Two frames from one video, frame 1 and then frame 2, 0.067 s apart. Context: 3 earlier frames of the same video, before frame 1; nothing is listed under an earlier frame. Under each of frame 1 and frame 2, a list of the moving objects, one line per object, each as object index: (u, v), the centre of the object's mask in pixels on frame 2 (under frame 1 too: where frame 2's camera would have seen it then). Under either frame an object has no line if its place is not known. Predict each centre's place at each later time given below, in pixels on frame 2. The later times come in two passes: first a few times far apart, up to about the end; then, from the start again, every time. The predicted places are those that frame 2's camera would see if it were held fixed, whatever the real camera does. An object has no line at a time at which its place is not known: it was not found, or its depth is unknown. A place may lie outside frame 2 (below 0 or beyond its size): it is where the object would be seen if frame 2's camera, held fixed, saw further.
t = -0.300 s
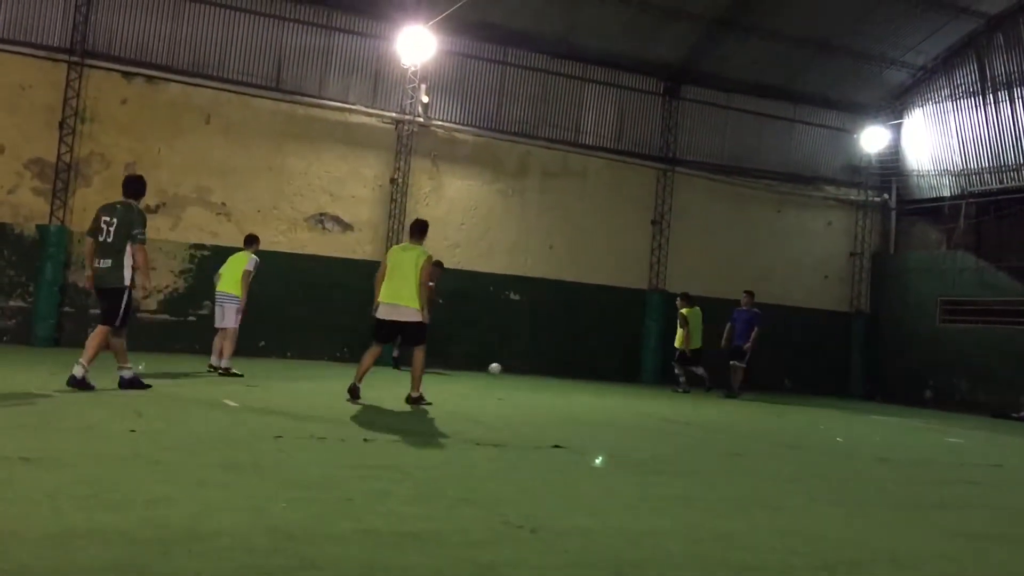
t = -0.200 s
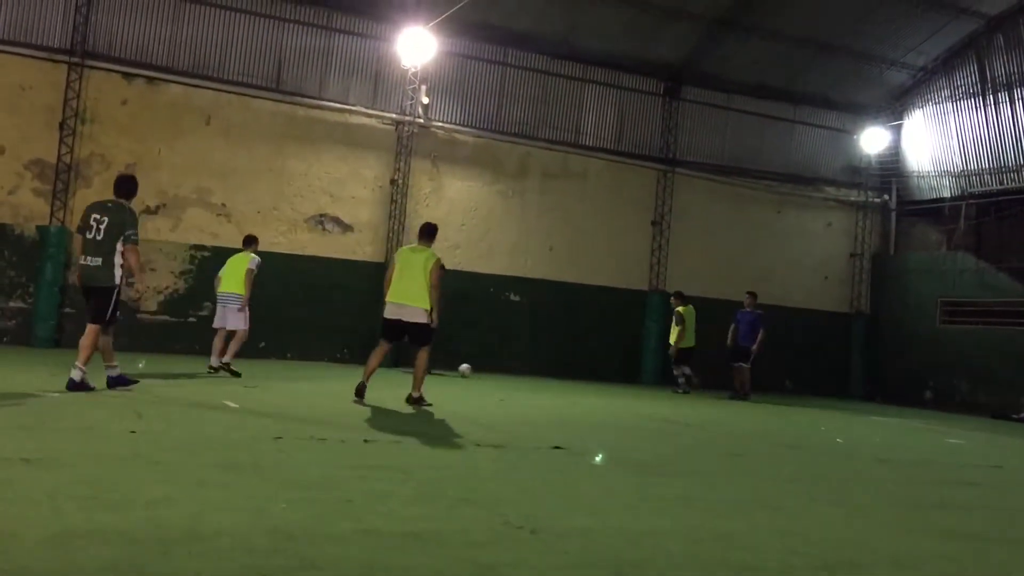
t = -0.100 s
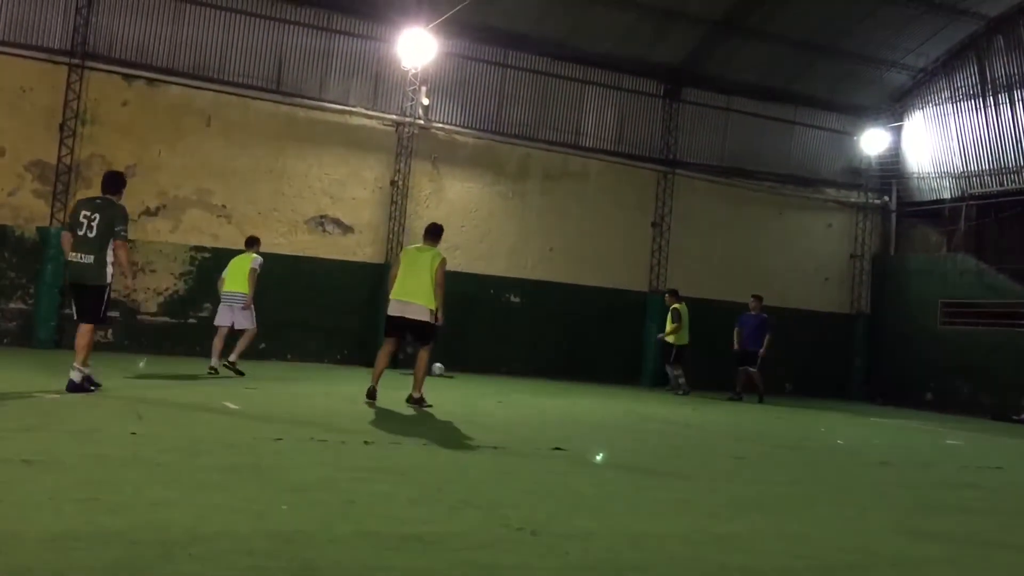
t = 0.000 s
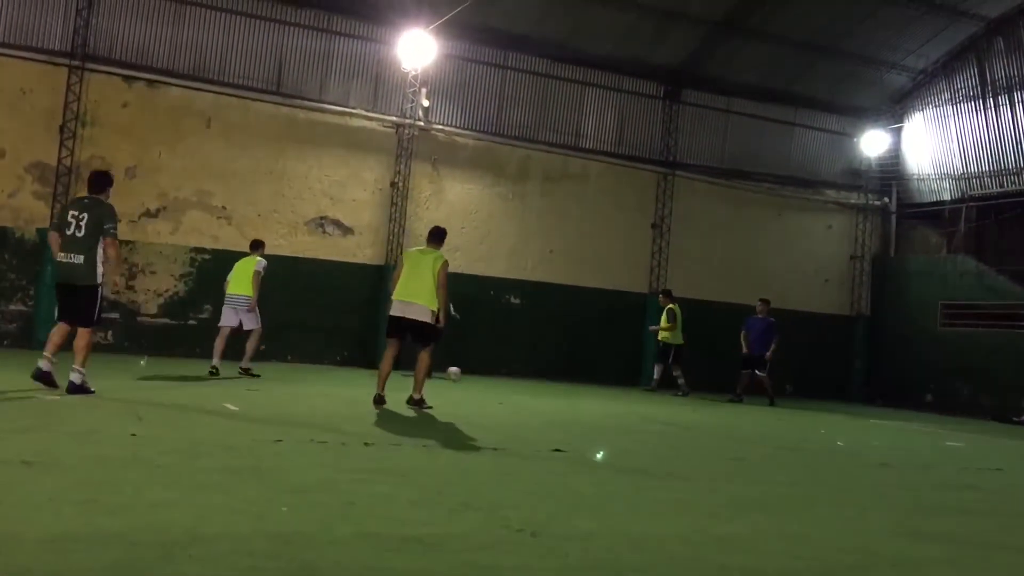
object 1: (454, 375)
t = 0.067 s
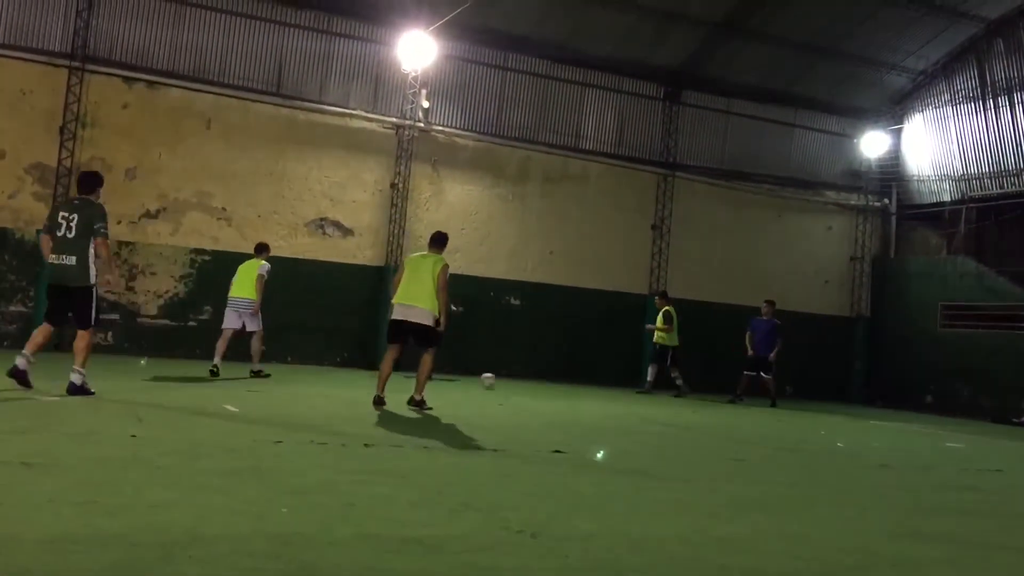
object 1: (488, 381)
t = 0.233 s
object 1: (591, 398)
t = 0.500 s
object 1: (817, 436)
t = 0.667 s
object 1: (1001, 457)
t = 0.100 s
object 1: (508, 385)
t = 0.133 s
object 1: (527, 388)
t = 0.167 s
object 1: (548, 391)
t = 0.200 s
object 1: (571, 395)
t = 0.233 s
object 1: (591, 398)
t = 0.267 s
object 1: (615, 403)
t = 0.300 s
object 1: (641, 407)
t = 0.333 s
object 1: (665, 411)
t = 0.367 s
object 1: (692, 415)
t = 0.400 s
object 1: (724, 421)
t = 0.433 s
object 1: (749, 424)
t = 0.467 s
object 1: (781, 429)
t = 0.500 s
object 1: (817, 436)
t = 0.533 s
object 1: (849, 442)
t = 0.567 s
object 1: (886, 449)
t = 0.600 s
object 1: (924, 452)
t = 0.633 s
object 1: (960, 454)
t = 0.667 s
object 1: (1001, 457)
